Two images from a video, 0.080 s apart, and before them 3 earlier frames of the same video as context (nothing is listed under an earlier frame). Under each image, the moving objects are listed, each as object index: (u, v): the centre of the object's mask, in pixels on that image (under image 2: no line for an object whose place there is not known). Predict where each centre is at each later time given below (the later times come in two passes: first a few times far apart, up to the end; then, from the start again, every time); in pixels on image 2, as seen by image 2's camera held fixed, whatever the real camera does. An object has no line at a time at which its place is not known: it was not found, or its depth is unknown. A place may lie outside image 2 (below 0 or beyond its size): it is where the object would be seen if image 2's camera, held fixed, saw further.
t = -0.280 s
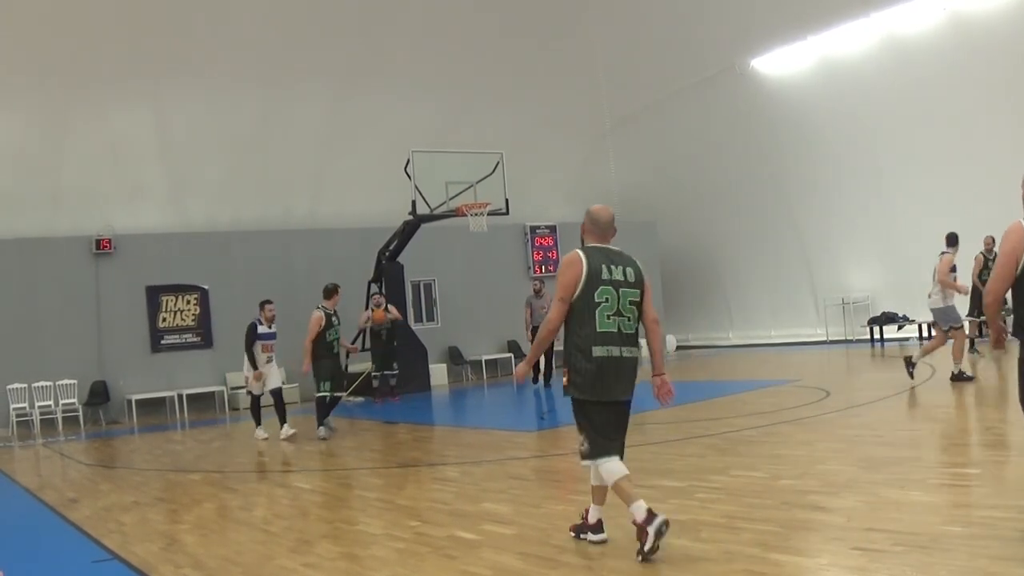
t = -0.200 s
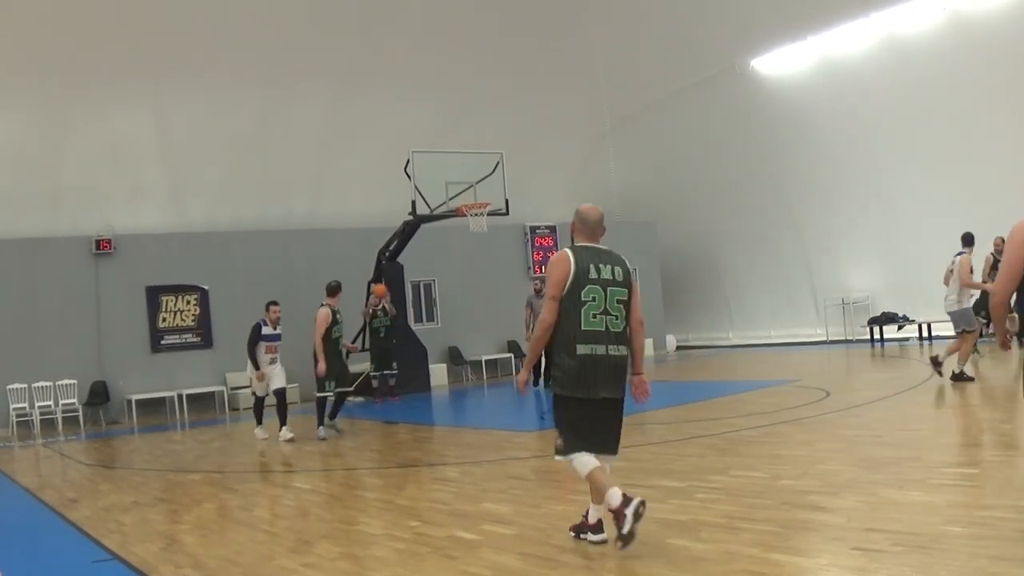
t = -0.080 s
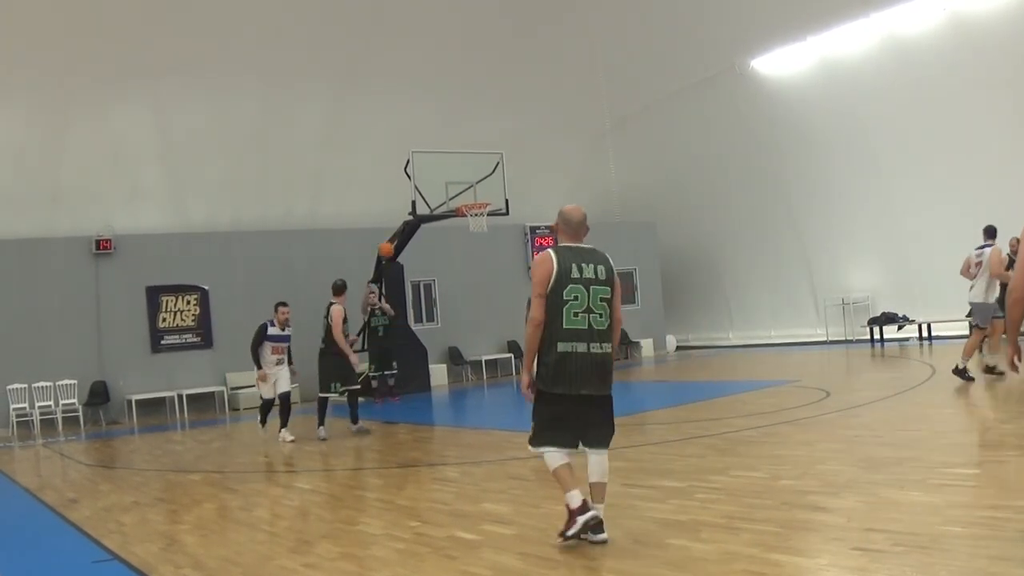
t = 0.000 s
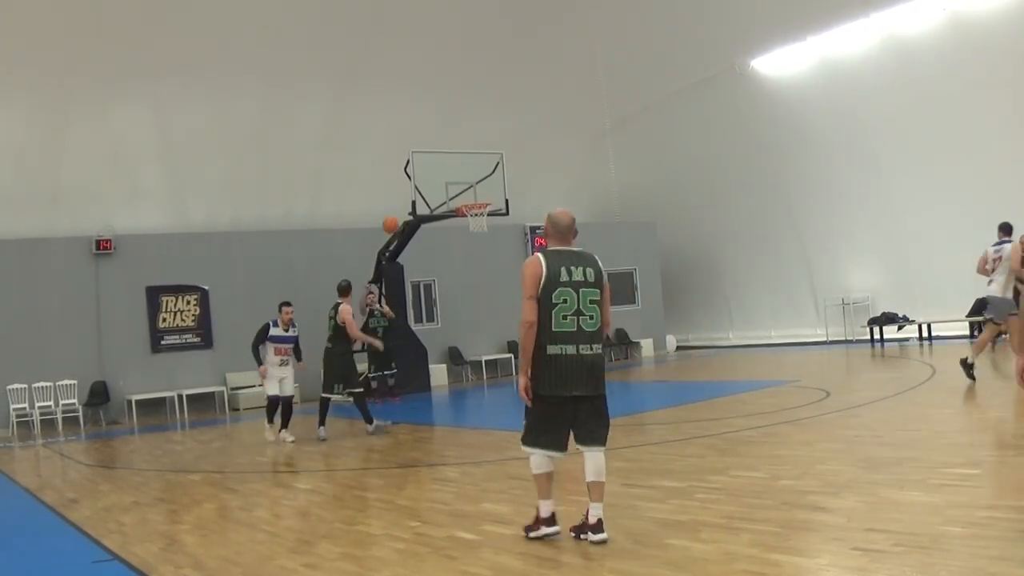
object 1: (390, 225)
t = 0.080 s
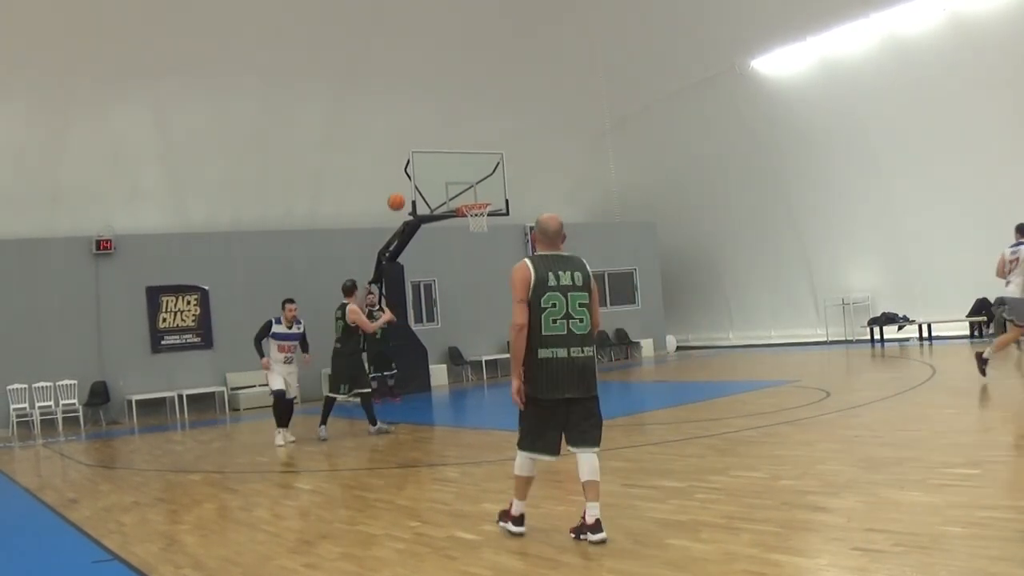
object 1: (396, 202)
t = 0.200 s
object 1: (405, 173)
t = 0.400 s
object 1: (425, 142)
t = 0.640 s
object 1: (463, 147)
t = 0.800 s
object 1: (501, 190)
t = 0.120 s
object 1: (399, 191)
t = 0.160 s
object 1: (401, 182)
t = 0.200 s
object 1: (405, 173)
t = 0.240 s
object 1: (408, 164)
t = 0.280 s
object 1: (412, 157)
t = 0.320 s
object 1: (416, 151)
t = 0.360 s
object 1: (420, 146)
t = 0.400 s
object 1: (425, 142)
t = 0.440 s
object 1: (430, 139)
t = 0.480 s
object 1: (435, 138)
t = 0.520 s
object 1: (441, 138)
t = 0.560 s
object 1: (448, 140)
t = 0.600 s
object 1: (455, 142)
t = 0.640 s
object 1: (463, 147)
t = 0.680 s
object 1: (471, 154)
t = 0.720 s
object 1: (480, 164)
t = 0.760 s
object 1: (490, 175)
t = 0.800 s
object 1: (501, 190)
